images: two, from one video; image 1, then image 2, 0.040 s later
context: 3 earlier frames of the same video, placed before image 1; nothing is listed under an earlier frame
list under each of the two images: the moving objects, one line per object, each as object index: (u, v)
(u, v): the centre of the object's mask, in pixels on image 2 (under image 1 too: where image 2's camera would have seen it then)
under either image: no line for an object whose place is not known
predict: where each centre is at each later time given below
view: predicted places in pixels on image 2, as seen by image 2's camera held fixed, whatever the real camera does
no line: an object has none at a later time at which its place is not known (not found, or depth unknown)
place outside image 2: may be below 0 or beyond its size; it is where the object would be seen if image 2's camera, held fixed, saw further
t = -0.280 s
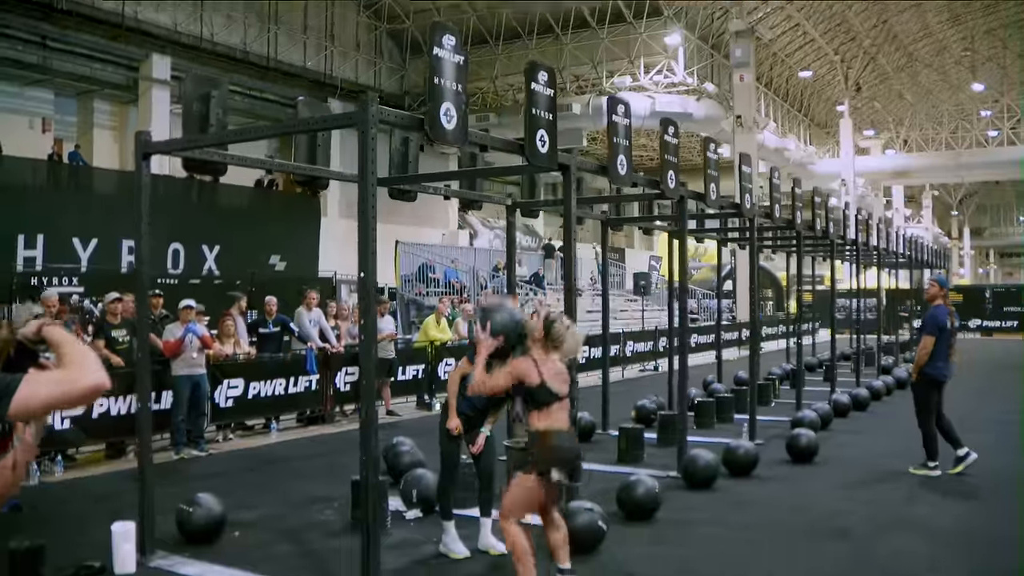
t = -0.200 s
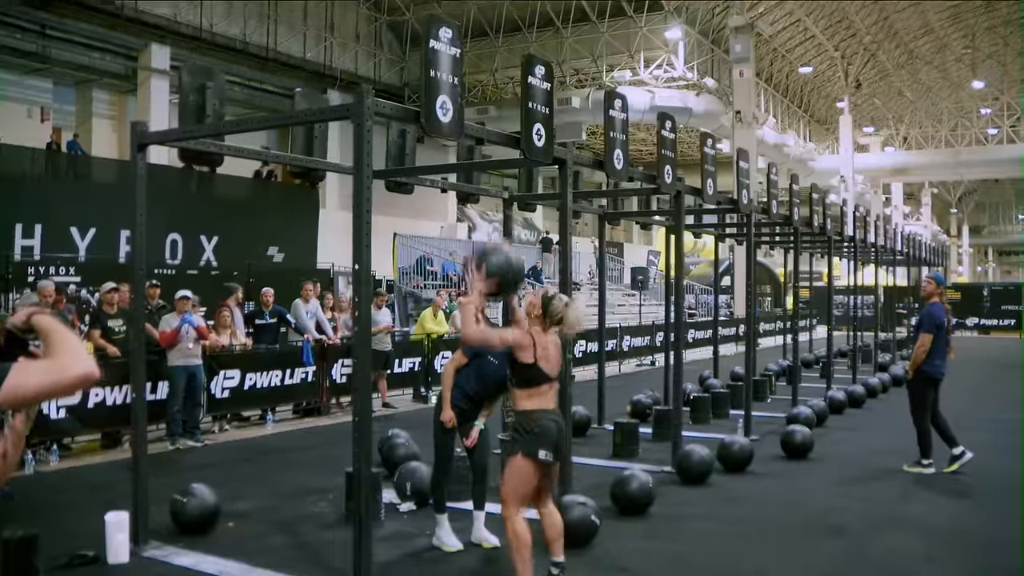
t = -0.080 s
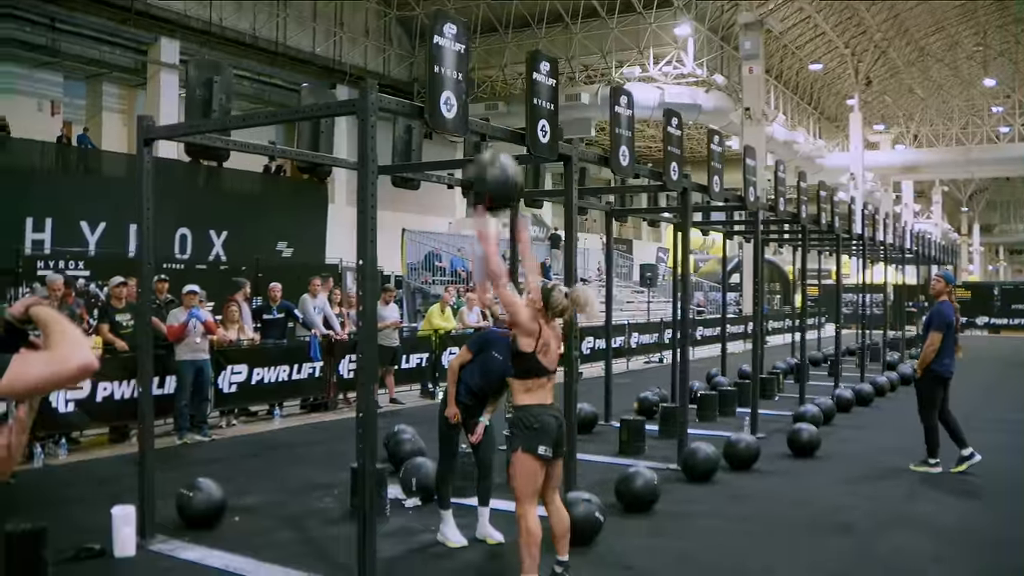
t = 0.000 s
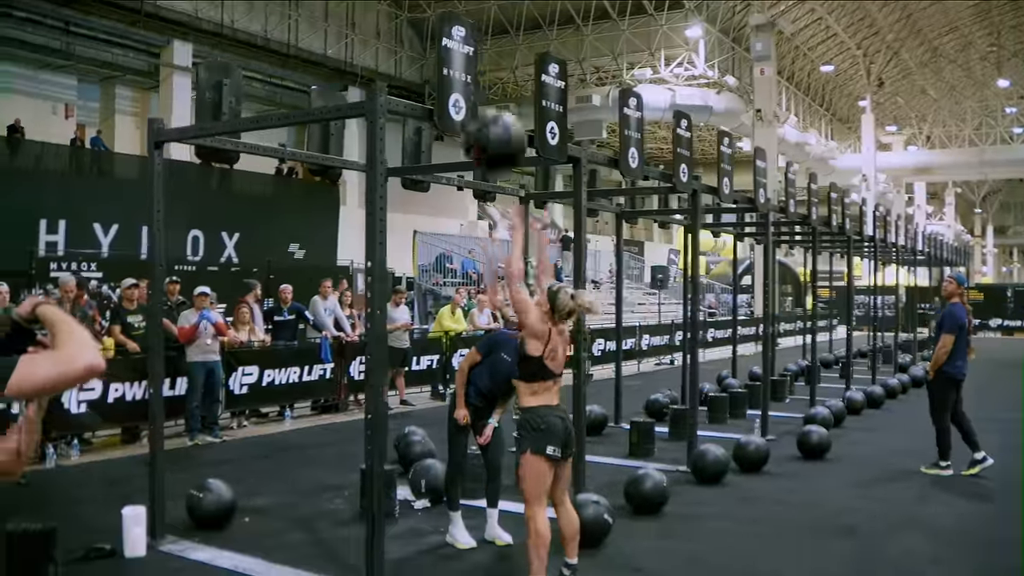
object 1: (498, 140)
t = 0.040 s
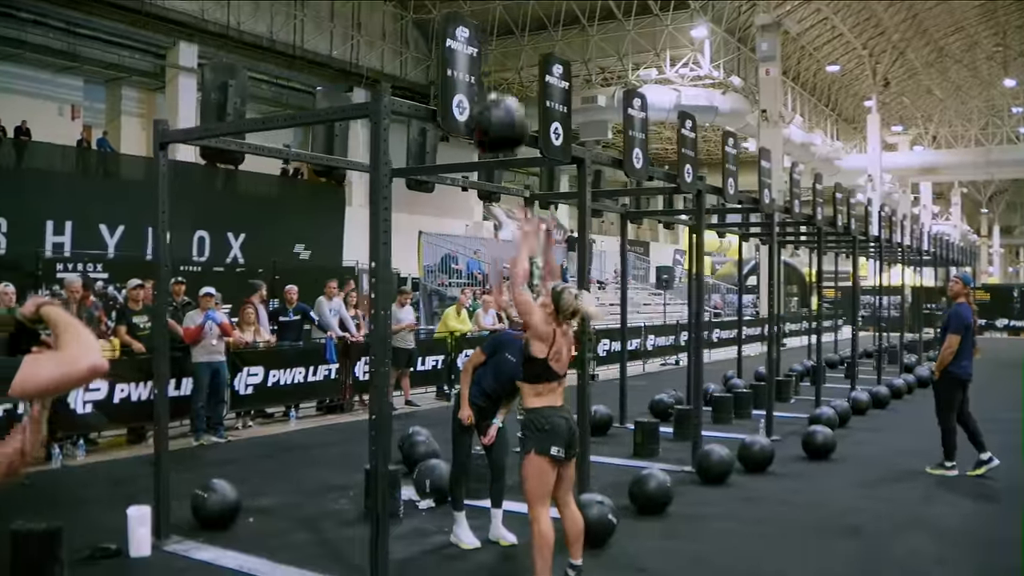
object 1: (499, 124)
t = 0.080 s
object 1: (496, 111)
